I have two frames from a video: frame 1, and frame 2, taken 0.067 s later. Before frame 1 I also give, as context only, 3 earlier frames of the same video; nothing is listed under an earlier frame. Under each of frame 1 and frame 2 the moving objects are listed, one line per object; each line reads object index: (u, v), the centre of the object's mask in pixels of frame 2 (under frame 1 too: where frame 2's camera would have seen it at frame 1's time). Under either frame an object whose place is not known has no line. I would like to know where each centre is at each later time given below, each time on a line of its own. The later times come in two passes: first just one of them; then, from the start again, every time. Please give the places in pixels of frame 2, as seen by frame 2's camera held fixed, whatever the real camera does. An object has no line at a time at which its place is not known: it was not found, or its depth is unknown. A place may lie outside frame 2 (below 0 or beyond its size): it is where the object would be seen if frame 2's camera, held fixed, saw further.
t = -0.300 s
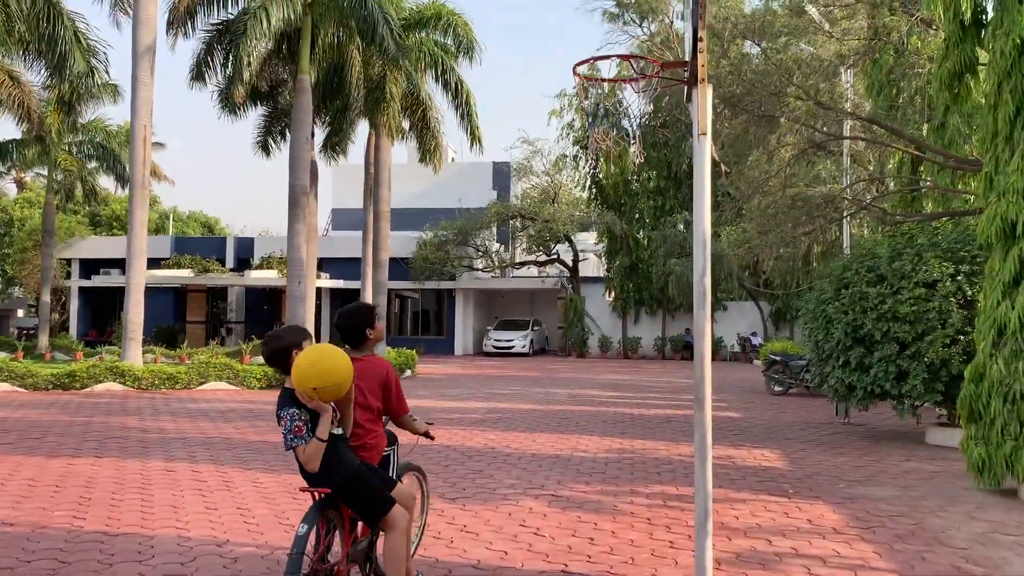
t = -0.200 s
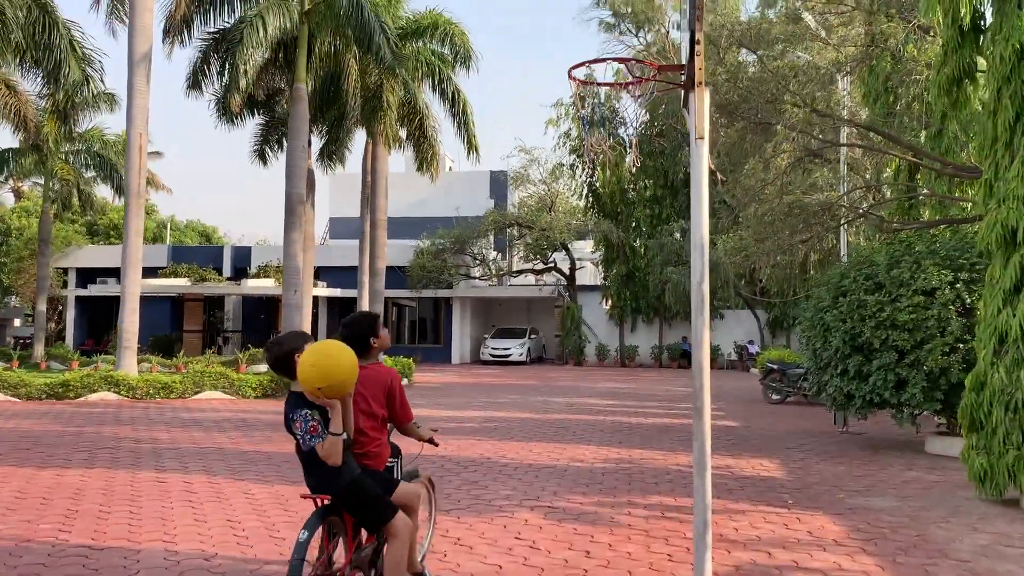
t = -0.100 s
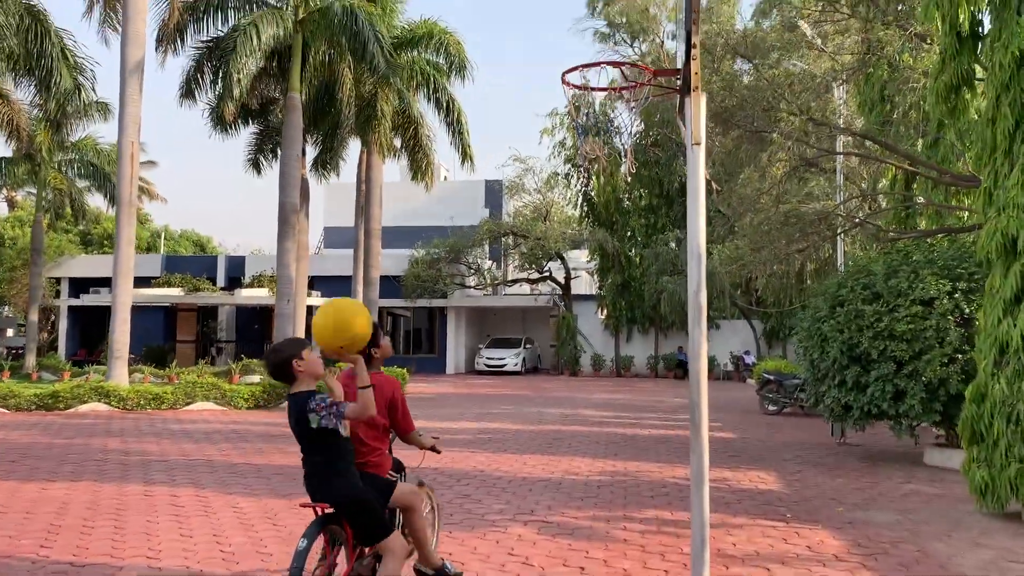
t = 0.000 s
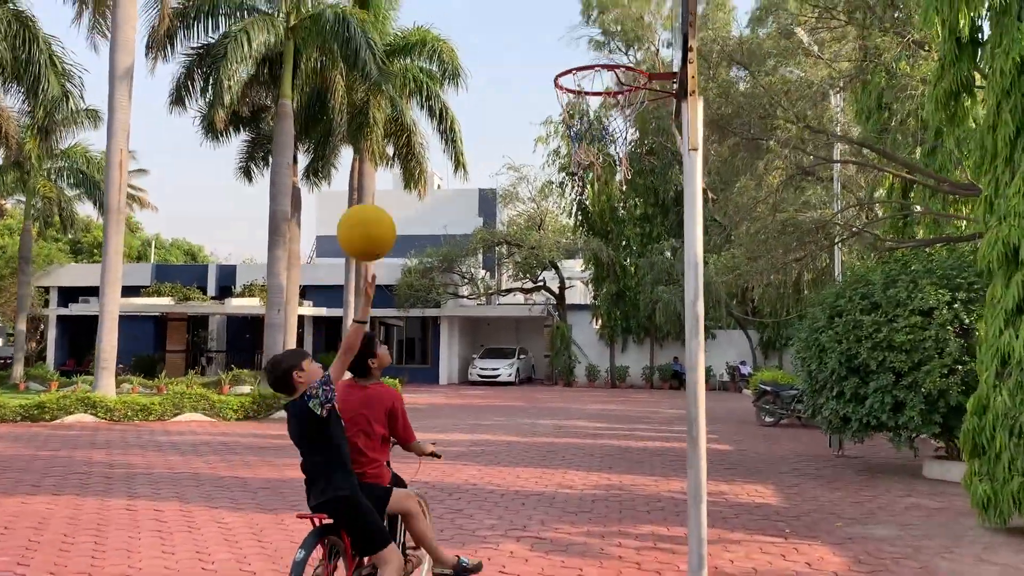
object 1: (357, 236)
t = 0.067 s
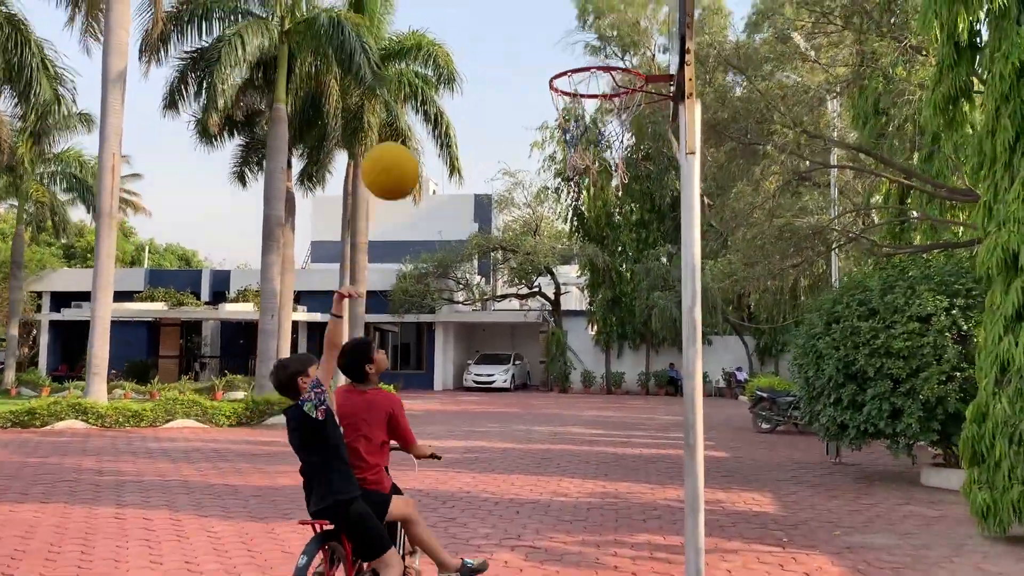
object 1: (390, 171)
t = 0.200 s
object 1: (449, 79)
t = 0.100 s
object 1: (406, 143)
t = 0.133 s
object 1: (420, 119)
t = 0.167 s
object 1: (435, 97)
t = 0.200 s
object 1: (449, 79)
